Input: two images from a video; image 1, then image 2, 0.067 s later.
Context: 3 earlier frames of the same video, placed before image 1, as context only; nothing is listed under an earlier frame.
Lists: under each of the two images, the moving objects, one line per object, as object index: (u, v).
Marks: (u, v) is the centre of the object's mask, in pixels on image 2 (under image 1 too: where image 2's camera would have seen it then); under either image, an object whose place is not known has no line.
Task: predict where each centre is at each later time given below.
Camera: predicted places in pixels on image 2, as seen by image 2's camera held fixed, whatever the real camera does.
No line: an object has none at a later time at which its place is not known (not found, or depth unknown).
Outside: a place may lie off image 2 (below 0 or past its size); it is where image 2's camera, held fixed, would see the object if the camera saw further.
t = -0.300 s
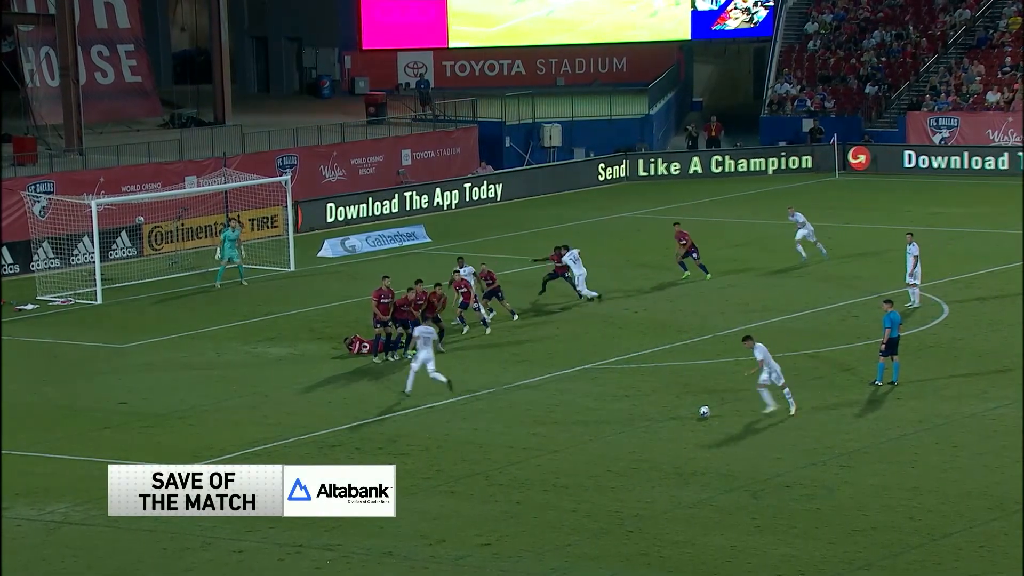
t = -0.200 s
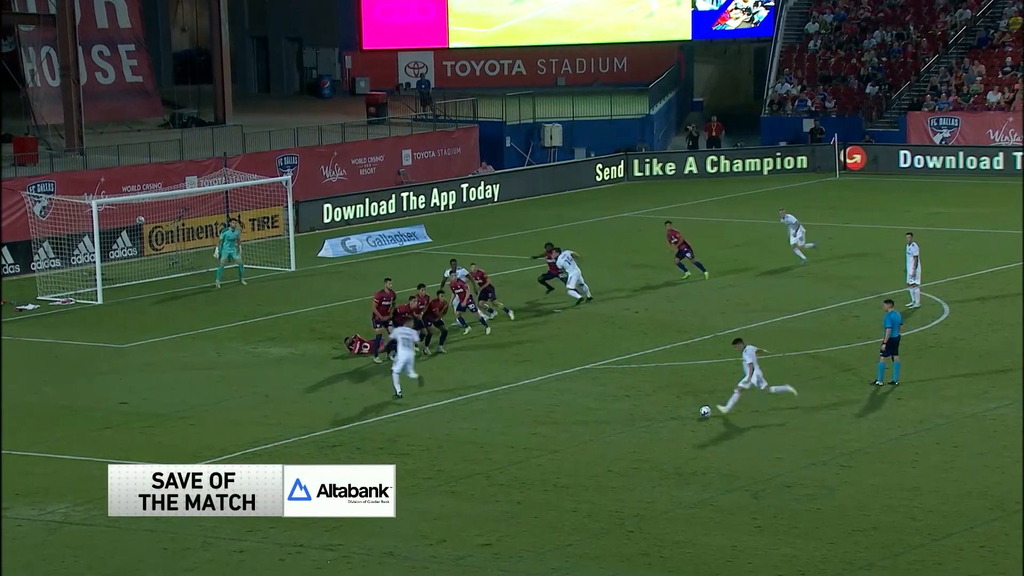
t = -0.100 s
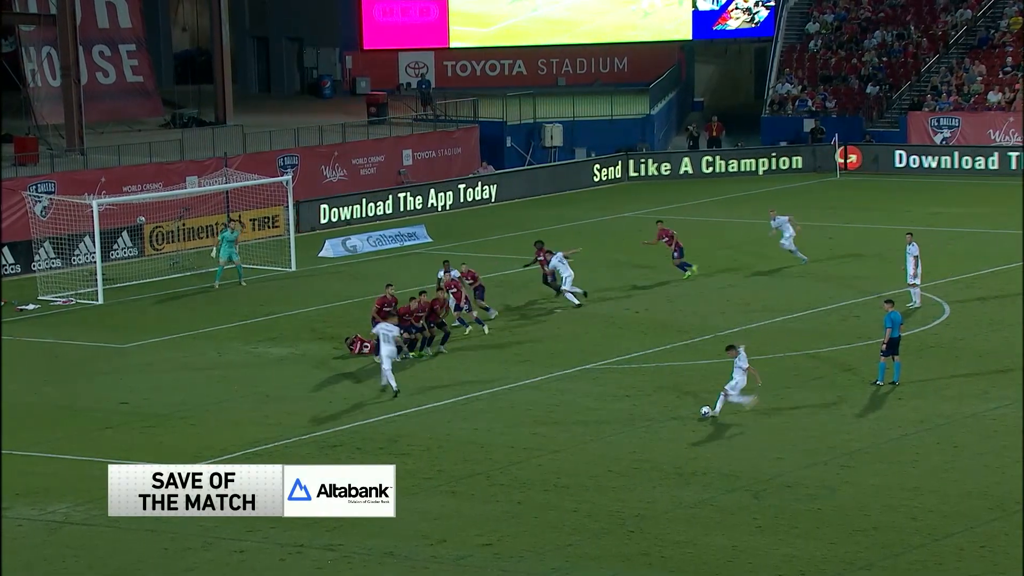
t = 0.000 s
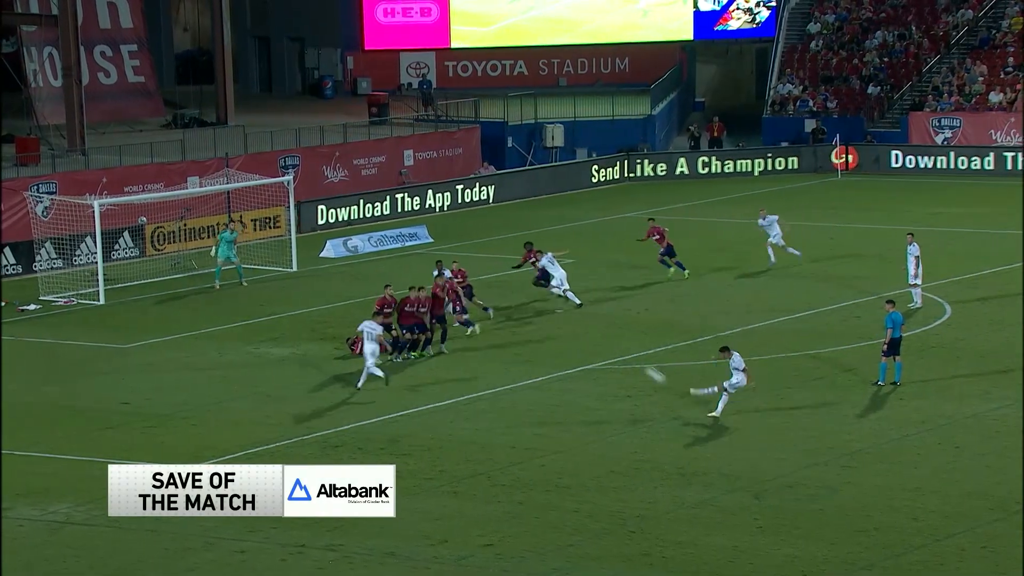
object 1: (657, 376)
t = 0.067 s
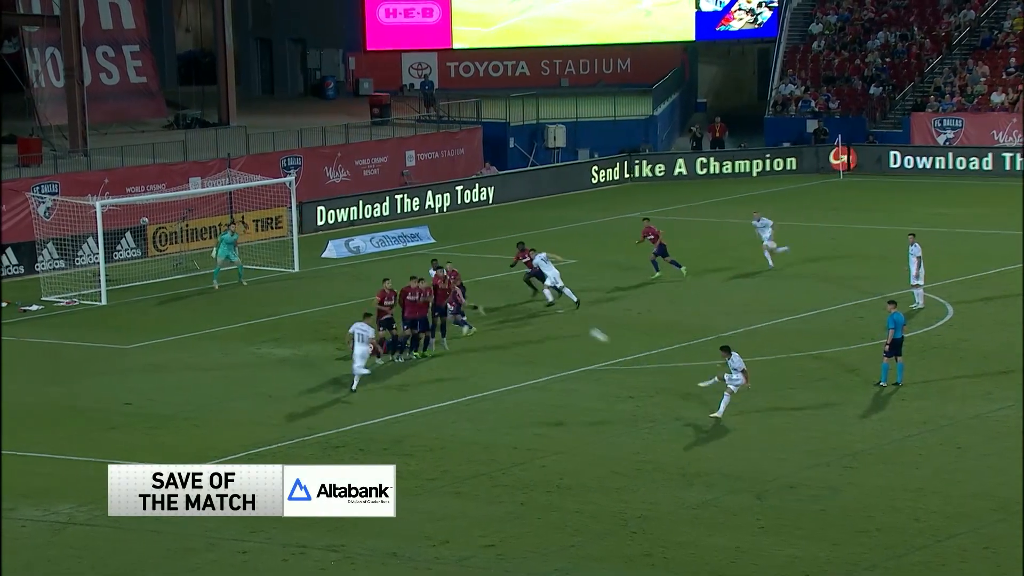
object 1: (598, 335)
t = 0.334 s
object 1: (408, 231)
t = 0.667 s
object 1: (239, 189)
